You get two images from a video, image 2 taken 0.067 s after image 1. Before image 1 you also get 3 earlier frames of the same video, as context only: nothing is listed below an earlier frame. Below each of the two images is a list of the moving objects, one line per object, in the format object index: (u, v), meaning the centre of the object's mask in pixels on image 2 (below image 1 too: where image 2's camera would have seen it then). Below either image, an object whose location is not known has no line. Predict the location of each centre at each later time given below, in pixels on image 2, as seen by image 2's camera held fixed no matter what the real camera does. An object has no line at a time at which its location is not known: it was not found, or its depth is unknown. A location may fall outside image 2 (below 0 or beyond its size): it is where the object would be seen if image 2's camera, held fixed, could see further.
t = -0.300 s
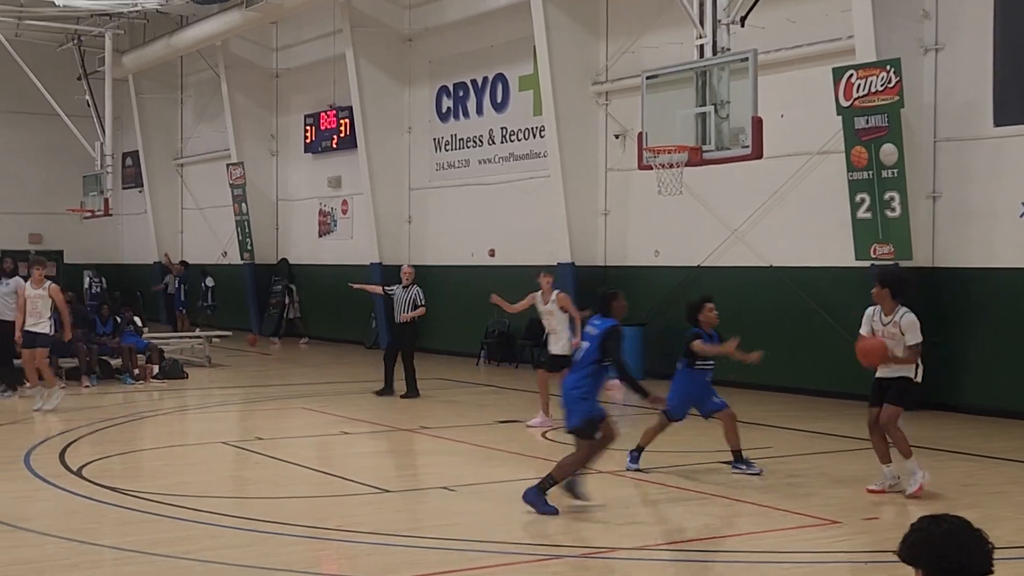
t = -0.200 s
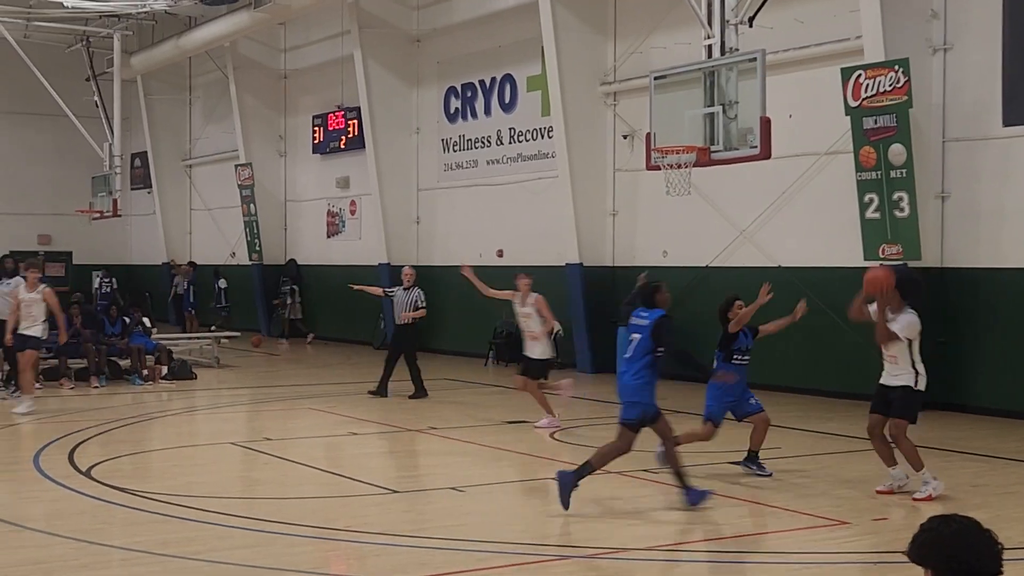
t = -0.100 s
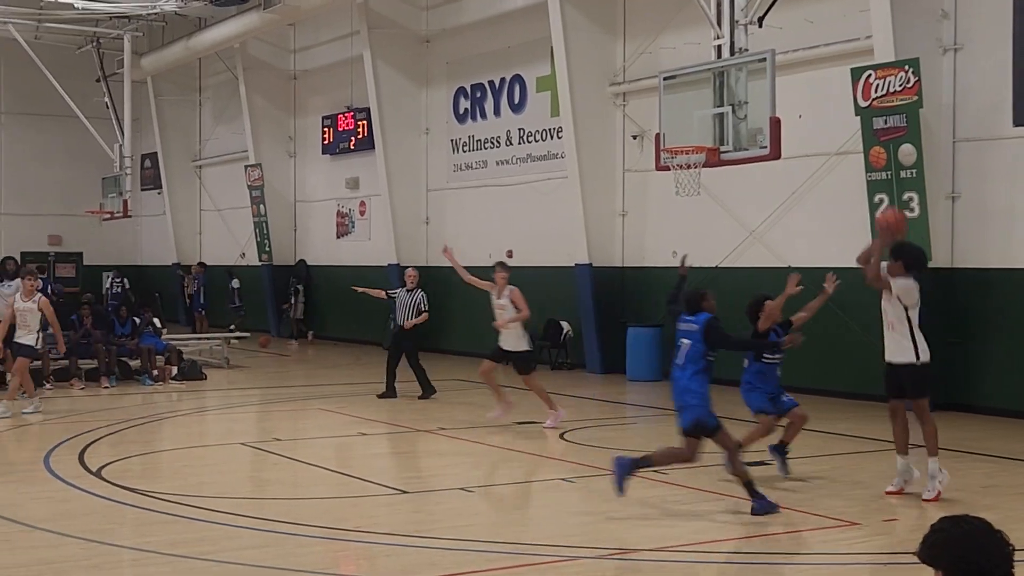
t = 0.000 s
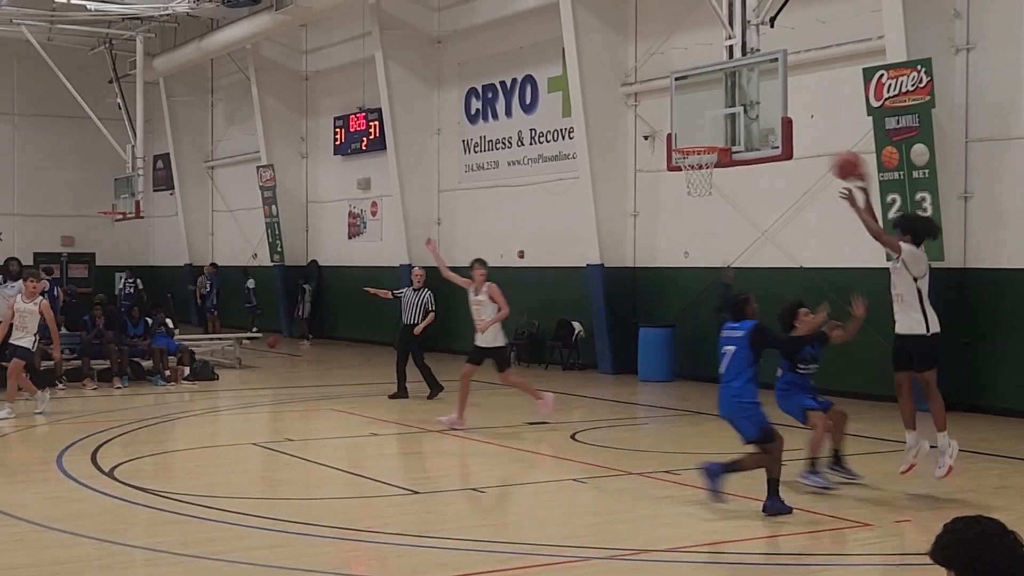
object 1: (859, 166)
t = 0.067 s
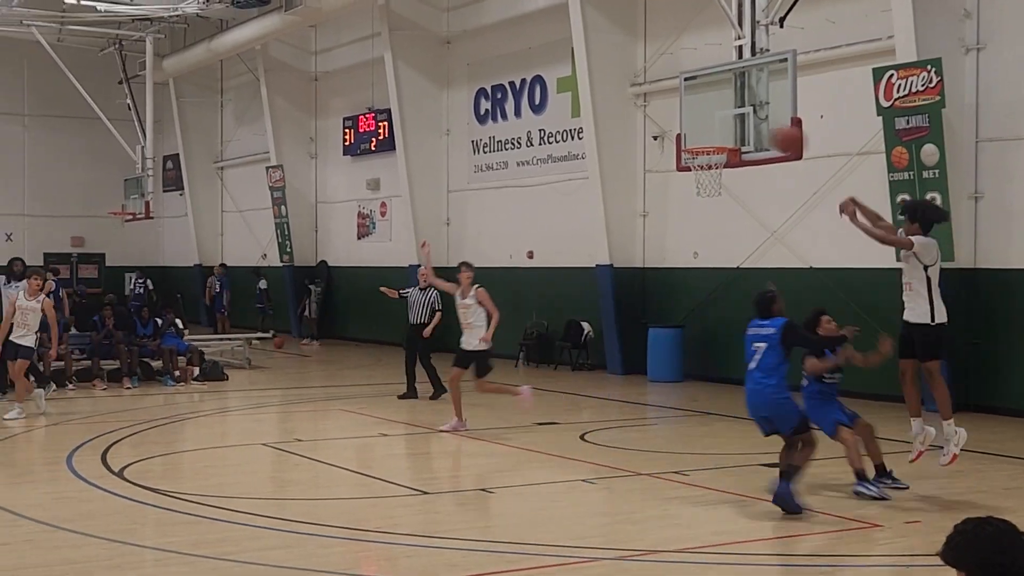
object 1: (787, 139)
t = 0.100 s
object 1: (755, 129)
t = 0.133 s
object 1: (722, 120)
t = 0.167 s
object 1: (692, 113)
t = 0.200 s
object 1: (662, 106)
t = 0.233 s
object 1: (633, 101)
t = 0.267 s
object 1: (605, 98)
